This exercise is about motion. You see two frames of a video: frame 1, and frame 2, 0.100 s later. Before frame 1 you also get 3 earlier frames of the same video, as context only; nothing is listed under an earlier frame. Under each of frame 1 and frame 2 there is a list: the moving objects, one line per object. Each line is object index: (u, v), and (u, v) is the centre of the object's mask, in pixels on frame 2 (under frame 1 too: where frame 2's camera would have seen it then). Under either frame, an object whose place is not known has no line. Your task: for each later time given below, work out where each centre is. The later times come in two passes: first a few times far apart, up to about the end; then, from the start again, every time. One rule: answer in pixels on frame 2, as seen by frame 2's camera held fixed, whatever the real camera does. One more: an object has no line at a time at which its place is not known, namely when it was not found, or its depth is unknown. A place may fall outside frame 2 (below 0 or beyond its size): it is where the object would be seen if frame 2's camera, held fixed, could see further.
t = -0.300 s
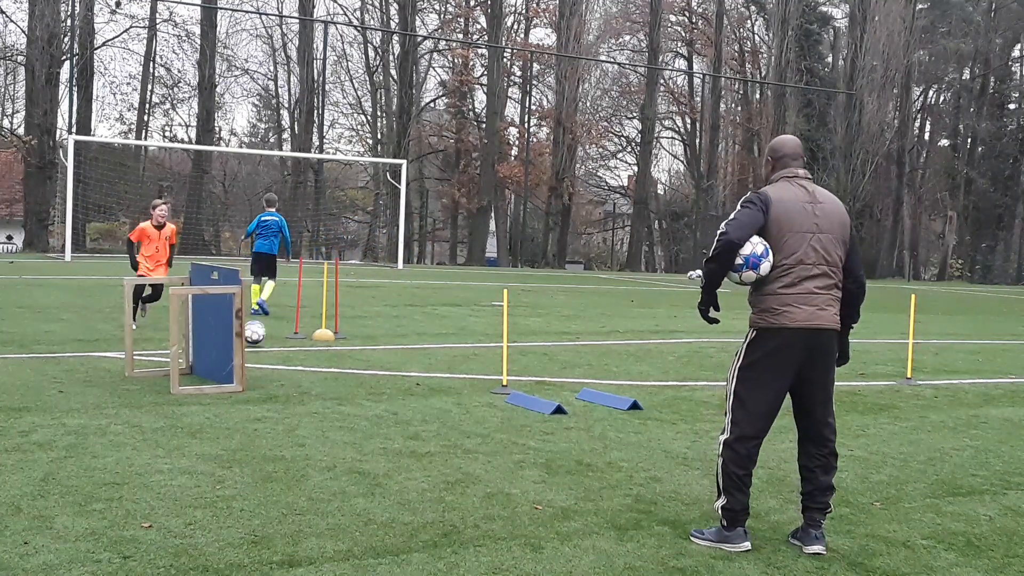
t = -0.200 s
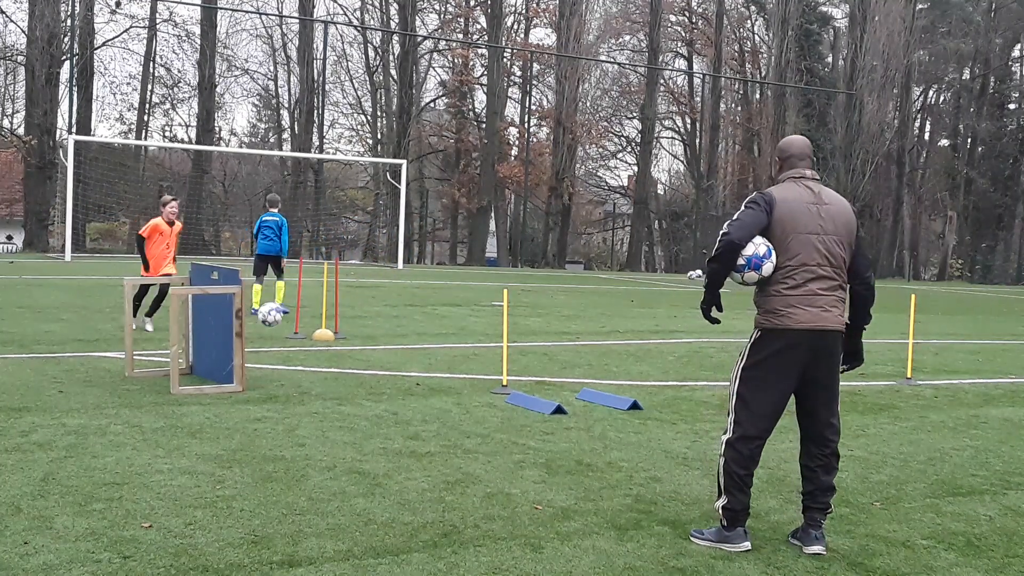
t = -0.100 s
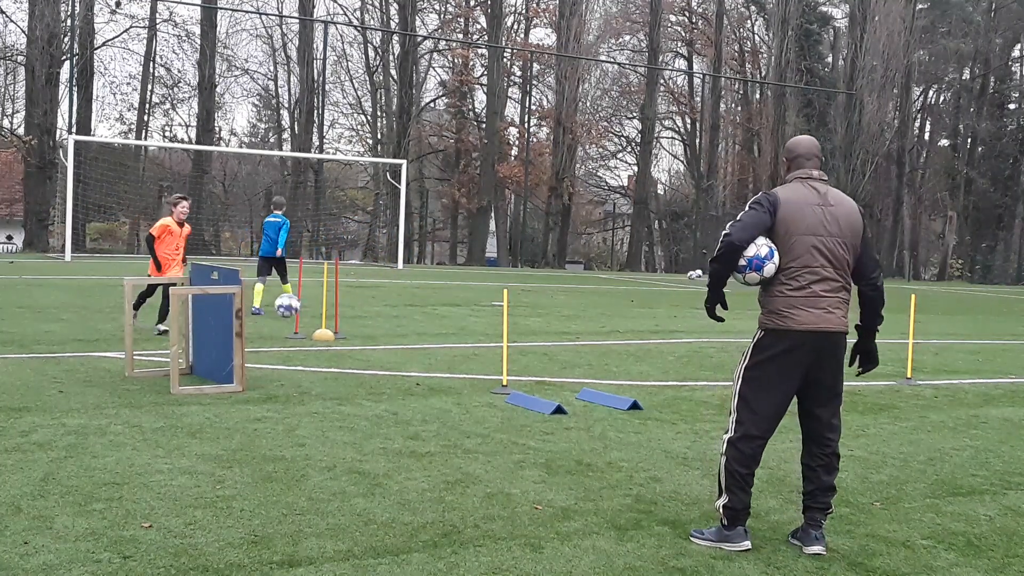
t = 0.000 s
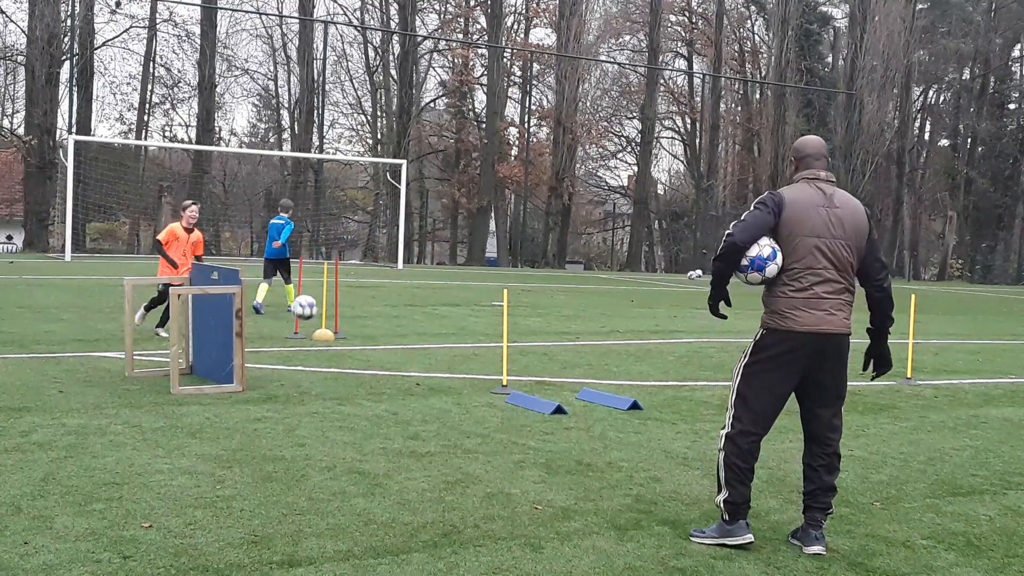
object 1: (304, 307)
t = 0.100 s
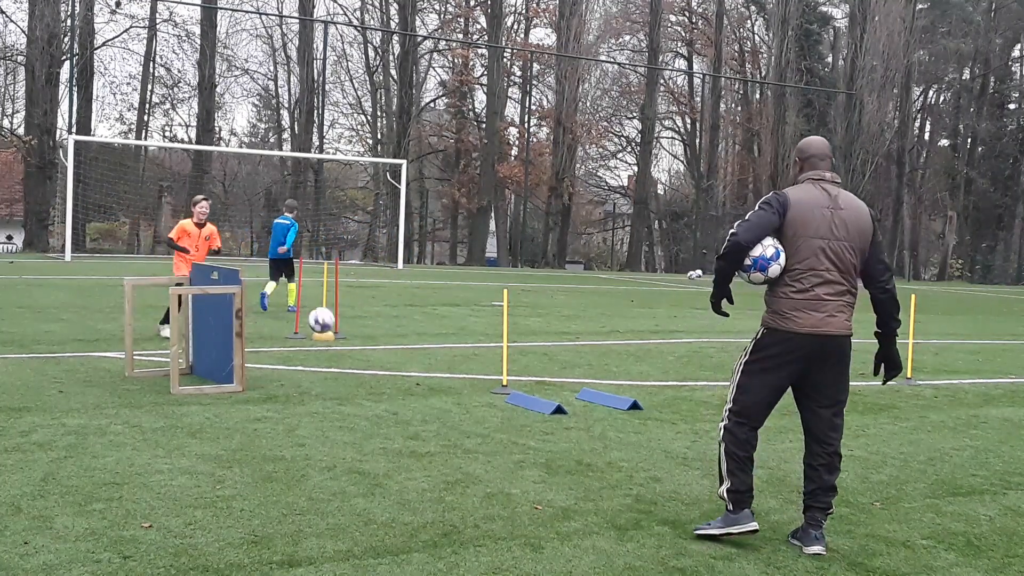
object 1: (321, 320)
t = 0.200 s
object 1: (339, 346)
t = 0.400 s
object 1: (380, 349)
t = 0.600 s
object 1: (425, 372)
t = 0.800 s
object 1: (475, 385)
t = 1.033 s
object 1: (538, 399)
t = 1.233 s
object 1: (596, 412)
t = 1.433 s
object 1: (659, 428)
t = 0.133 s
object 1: (328, 328)
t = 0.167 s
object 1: (334, 336)
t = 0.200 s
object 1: (339, 346)
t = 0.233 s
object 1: (345, 356)
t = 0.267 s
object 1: (352, 353)
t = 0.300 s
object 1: (359, 350)
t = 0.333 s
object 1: (366, 348)
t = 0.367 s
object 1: (373, 348)
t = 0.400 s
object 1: (380, 349)
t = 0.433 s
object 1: (388, 350)
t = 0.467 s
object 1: (395, 354)
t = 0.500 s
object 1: (402, 358)
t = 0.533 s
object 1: (410, 365)
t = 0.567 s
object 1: (417, 373)
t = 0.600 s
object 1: (425, 372)
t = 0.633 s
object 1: (433, 370)
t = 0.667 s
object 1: (441, 369)
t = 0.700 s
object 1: (450, 371)
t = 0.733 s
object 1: (458, 374)
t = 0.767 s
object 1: (467, 378)
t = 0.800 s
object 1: (475, 385)
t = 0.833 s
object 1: (483, 388)
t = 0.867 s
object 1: (492, 388)
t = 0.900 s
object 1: (501, 389)
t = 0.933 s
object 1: (510, 393)
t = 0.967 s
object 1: (520, 397)
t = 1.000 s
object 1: (529, 398)
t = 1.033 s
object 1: (538, 399)
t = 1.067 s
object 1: (548, 402)
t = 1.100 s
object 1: (557, 405)
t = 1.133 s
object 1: (567, 407)
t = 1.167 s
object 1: (576, 410)
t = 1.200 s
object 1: (586, 411)
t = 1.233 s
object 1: (596, 412)
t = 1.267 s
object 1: (606, 415)
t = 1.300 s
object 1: (616, 419)
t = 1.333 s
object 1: (627, 420)
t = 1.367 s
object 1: (638, 423)
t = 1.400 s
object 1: (648, 426)
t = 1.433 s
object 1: (659, 428)
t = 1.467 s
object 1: (670, 430)
